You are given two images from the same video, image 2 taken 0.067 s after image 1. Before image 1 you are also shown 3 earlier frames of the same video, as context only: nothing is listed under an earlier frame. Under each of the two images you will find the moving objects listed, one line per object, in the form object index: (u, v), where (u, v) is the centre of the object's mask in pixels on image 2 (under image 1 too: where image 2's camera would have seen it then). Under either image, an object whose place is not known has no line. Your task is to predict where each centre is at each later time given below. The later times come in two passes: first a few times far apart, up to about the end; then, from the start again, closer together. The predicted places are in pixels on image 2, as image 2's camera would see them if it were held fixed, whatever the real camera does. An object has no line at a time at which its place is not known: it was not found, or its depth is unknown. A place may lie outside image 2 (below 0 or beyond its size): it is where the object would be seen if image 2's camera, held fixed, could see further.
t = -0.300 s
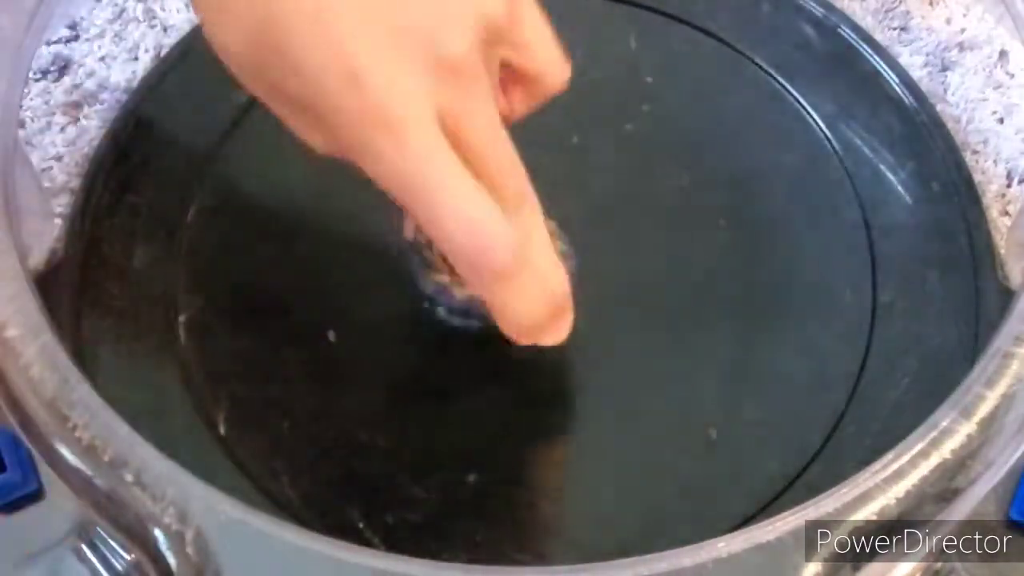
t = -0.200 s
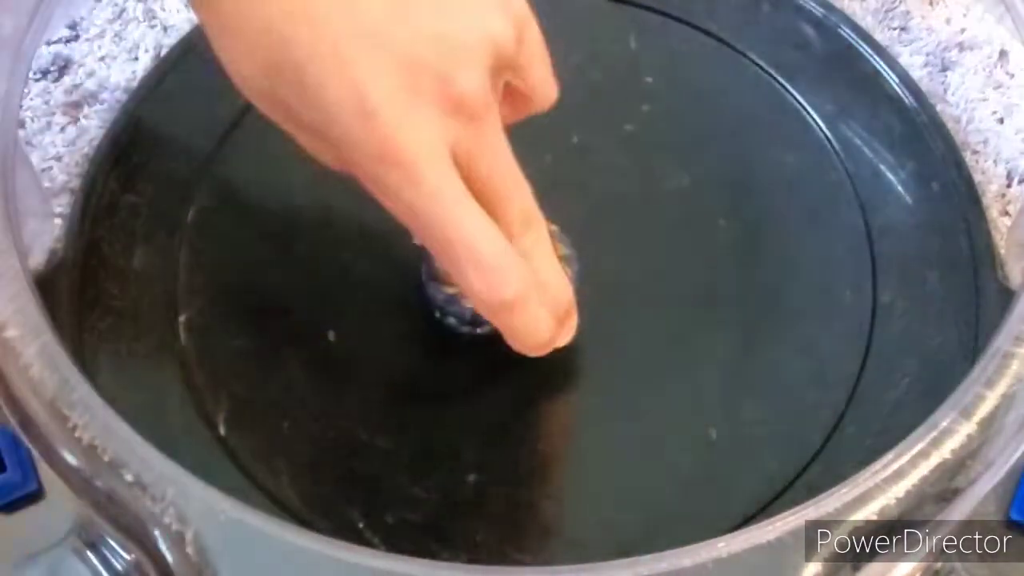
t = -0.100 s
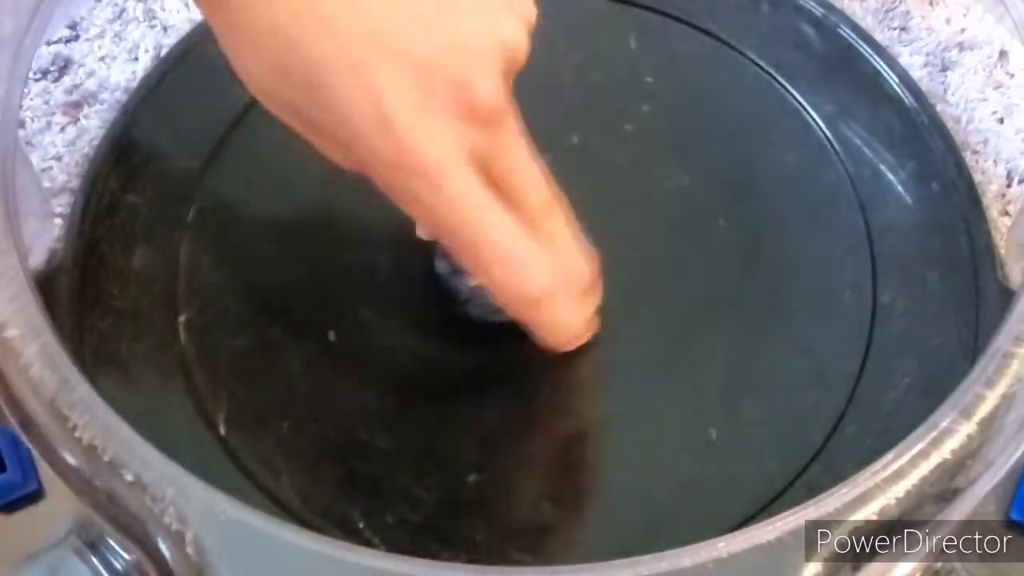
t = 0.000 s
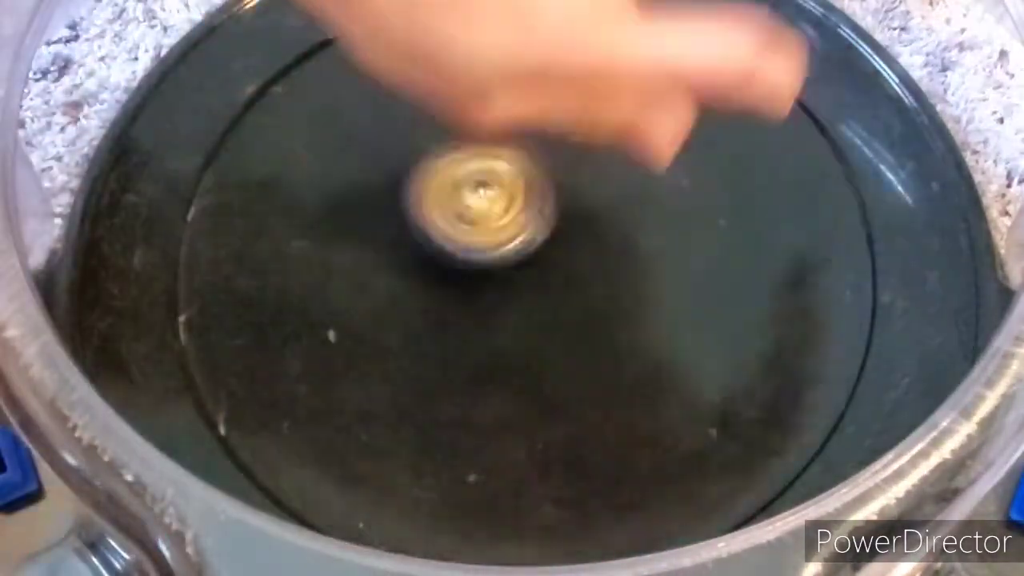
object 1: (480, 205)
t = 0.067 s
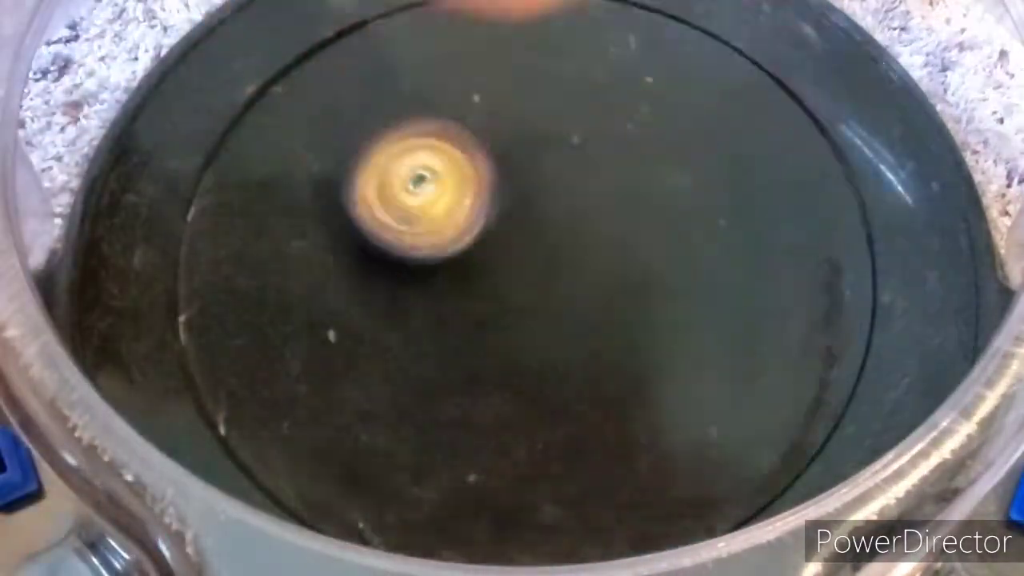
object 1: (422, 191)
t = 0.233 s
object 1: (381, 179)
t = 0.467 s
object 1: (397, 195)
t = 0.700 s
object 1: (445, 218)
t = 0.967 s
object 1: (527, 224)
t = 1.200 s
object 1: (572, 201)
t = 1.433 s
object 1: (565, 182)
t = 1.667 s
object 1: (534, 185)
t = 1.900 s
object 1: (502, 216)
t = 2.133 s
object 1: (500, 256)
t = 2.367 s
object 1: (526, 272)
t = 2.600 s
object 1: (553, 253)
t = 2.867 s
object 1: (545, 214)
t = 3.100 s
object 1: (509, 198)
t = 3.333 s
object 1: (476, 211)
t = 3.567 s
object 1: (479, 243)
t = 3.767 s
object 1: (509, 260)
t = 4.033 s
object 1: (525, 352)
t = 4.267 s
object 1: (527, 351)
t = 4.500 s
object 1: (485, 316)
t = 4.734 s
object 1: (447, 280)
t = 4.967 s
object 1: (392, 273)
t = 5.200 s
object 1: (405, 274)
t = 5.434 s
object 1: (447, 257)
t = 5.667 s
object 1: (435, 225)
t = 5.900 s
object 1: (430, 201)
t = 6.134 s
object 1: (423, 188)
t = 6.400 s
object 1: (424, 178)
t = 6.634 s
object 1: (439, 169)
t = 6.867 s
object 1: (468, 156)
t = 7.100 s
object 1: (497, 144)
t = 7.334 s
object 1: (522, 132)
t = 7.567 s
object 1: (545, 126)
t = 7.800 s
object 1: (567, 127)
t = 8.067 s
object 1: (596, 151)
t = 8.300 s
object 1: (615, 183)
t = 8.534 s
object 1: (619, 214)
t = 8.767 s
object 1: (624, 237)
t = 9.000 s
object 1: (617, 250)
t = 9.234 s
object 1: (612, 257)
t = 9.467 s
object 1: (608, 260)
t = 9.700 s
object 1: (607, 265)
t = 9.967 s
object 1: (609, 269)
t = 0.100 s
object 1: (400, 189)
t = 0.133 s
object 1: (389, 186)
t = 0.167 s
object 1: (384, 182)
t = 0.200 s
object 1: (381, 180)
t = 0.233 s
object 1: (381, 179)
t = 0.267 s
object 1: (381, 180)
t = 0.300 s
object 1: (382, 181)
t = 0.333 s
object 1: (383, 183)
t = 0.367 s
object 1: (385, 186)
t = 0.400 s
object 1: (389, 189)
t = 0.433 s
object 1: (393, 192)
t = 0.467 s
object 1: (397, 195)
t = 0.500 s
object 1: (404, 199)
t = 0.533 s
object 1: (410, 202)
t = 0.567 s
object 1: (415, 206)
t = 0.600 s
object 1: (423, 210)
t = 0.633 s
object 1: (430, 212)
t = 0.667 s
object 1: (438, 215)
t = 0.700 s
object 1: (445, 218)
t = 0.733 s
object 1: (455, 220)
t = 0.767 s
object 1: (465, 222)
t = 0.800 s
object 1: (475, 223)
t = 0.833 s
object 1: (485, 224)
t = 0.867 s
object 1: (496, 225)
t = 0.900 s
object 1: (507, 225)
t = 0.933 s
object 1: (518, 225)
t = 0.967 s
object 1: (527, 224)
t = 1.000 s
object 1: (537, 222)
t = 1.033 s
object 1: (545, 219)
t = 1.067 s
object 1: (553, 216)
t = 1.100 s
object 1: (559, 212)
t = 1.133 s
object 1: (565, 208)
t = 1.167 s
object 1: (569, 205)
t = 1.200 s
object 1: (572, 201)
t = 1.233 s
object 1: (573, 197)
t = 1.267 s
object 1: (573, 193)
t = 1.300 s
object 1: (574, 190)
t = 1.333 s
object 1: (572, 187)
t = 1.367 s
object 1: (570, 185)
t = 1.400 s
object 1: (568, 183)
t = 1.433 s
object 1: (565, 182)
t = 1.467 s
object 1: (561, 182)
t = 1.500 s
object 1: (557, 180)
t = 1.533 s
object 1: (553, 180)
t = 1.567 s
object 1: (548, 181)
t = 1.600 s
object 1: (544, 182)
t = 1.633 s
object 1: (539, 183)
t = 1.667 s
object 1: (534, 185)
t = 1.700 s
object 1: (529, 188)
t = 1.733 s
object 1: (523, 191)
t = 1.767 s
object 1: (519, 195)
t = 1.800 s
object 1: (514, 199)
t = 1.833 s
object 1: (509, 204)
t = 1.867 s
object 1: (505, 210)
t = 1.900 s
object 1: (502, 216)
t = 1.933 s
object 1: (499, 222)
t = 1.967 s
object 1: (497, 228)
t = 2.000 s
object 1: (496, 234)
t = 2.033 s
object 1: (496, 240)
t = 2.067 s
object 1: (495, 246)
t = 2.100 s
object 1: (498, 251)
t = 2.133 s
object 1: (500, 256)
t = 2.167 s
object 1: (502, 260)
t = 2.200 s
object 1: (505, 264)
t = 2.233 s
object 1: (509, 267)
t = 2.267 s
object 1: (513, 269)
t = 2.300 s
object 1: (517, 271)
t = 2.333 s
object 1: (521, 272)
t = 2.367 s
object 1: (526, 272)
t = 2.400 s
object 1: (530, 271)
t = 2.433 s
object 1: (535, 270)
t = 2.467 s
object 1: (540, 268)
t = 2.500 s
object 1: (544, 265)
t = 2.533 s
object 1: (547, 261)
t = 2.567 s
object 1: (550, 258)
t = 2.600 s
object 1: (553, 253)
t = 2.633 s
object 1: (554, 248)
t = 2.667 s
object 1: (556, 243)
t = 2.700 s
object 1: (555, 239)
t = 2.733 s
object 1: (554, 234)
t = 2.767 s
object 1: (554, 228)
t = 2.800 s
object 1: (551, 223)
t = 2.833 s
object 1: (548, 218)
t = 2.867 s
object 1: (545, 214)
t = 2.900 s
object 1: (540, 210)
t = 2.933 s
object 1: (536, 206)
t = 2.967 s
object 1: (531, 202)
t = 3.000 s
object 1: (525, 200)
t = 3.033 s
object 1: (520, 198)
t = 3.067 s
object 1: (514, 197)
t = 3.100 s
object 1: (509, 198)
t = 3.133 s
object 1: (502, 197)
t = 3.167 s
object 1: (497, 198)
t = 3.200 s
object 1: (492, 200)
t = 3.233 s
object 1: (487, 201)
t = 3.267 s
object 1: (483, 205)
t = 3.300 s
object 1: (479, 208)
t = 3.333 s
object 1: (476, 211)
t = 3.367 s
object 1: (475, 216)
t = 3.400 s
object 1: (473, 221)
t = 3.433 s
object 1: (473, 225)
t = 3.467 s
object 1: (473, 230)
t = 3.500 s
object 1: (474, 235)
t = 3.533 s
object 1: (476, 239)
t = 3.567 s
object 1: (479, 243)
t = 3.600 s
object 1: (482, 248)
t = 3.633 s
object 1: (486, 250)
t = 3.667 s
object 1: (491, 254)
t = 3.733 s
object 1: (504, 258)
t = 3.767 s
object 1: (509, 260)
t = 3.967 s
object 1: (531, 287)
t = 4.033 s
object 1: (525, 352)
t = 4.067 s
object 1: (524, 370)
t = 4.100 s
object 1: (522, 386)
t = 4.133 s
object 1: (522, 384)
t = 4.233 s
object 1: (526, 360)
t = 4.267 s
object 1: (527, 351)
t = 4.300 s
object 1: (528, 341)
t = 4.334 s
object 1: (529, 331)
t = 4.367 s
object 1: (531, 323)
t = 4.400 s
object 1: (533, 315)
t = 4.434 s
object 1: (524, 312)
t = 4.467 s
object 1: (501, 318)
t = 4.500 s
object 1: (485, 316)
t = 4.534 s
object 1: (475, 312)
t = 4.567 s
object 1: (468, 307)
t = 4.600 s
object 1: (463, 299)
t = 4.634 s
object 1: (460, 293)
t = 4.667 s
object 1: (457, 287)
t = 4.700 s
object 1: (454, 281)
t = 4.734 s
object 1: (447, 280)
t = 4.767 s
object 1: (436, 280)
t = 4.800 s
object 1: (425, 279)
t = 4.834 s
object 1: (416, 277)
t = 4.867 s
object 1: (407, 275)
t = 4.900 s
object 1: (401, 274)
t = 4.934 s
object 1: (396, 273)
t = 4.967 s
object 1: (392, 273)
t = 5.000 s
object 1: (390, 273)
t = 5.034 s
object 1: (388, 273)
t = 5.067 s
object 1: (389, 273)
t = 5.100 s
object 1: (391, 275)
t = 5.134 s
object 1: (395, 275)
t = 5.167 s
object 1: (400, 275)
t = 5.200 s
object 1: (405, 274)
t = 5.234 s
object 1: (411, 273)
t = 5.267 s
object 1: (417, 272)
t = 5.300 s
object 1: (425, 271)
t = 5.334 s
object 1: (432, 271)
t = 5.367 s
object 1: (445, 266)
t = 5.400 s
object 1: (451, 262)
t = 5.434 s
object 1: (447, 257)
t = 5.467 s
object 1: (439, 251)
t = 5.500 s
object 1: (437, 246)
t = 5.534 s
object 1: (436, 242)
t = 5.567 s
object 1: (435, 237)
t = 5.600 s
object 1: (434, 232)
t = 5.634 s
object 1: (434, 229)
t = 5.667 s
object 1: (435, 225)
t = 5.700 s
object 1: (436, 222)
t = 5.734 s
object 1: (435, 218)
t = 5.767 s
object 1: (433, 214)
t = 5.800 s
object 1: (433, 210)
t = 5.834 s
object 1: (432, 206)
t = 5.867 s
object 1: (431, 203)
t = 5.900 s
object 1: (430, 201)
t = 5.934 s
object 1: (429, 199)
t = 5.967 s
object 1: (428, 196)
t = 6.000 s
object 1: (427, 194)
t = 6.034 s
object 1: (426, 192)
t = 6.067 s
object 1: (424, 191)
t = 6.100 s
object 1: (424, 189)
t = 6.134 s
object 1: (423, 188)
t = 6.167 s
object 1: (422, 187)
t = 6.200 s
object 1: (423, 186)
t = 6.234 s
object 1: (422, 185)
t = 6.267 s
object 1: (422, 183)
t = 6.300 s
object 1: (422, 182)
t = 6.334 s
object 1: (422, 180)
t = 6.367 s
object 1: (423, 179)
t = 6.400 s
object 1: (424, 178)
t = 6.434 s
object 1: (425, 178)
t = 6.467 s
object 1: (428, 176)
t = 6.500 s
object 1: (429, 174)
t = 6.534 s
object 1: (431, 173)
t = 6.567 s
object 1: (434, 172)
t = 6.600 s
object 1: (436, 170)
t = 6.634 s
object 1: (439, 169)
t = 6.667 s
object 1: (443, 167)
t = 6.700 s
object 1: (447, 165)
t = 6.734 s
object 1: (451, 163)
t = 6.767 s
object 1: (455, 162)
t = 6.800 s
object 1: (459, 160)
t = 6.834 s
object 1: (464, 158)
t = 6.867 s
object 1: (468, 156)
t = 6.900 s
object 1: (471, 155)
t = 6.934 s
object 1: (475, 154)
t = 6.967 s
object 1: (479, 152)
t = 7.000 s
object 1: (484, 149)
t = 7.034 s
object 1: (489, 148)
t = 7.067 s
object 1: (494, 146)
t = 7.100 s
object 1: (497, 144)
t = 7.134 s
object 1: (502, 143)
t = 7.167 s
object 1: (504, 142)
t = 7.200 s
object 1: (508, 140)
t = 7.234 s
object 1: (511, 138)
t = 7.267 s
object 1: (514, 136)
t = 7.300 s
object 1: (519, 134)
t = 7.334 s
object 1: (522, 132)
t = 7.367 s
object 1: (525, 131)
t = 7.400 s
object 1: (528, 130)
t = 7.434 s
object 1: (532, 129)
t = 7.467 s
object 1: (536, 128)
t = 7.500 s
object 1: (539, 127)
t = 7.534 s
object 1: (542, 126)
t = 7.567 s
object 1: (545, 126)
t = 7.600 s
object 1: (548, 125)
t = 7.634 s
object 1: (551, 125)
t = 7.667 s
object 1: (554, 125)
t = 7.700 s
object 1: (557, 125)
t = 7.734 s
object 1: (560, 125)
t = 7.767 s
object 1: (564, 126)
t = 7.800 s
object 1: (567, 127)
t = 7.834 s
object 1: (571, 129)
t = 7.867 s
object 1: (575, 131)
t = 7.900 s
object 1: (578, 133)
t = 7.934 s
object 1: (581, 135)
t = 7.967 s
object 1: (585, 139)
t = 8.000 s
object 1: (589, 142)
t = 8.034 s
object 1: (593, 146)
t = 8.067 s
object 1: (596, 151)
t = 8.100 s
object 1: (598, 155)
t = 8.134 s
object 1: (602, 159)
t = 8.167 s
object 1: (605, 164)
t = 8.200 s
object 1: (607, 169)
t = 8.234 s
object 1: (611, 174)
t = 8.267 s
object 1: (614, 179)
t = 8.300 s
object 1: (615, 183)
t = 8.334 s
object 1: (615, 187)
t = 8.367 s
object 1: (614, 192)
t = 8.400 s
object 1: (618, 197)
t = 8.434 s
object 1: (620, 201)
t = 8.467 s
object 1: (620, 205)
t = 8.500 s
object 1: (619, 210)
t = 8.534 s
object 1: (619, 214)
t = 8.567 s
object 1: (622, 218)
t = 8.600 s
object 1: (623, 222)
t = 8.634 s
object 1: (623, 226)
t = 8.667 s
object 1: (623, 229)
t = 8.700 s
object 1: (623, 232)
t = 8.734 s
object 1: (624, 235)
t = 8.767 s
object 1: (624, 237)
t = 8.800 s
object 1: (623, 239)
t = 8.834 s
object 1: (621, 241)
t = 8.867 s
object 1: (618, 242)
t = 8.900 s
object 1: (617, 244)
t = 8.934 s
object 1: (619, 247)
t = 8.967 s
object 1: (619, 249)
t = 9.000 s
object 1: (617, 250)
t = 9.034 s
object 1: (614, 251)
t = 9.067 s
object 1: (613, 252)
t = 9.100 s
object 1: (614, 253)
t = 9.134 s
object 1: (614, 255)
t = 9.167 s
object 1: (612, 255)
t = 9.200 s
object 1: (612, 256)
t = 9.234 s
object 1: (612, 257)
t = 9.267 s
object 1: (611, 257)
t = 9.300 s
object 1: (610, 258)
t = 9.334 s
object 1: (610, 258)
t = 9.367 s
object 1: (609, 259)
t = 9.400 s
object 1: (609, 260)
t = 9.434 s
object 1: (609, 260)
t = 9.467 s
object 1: (608, 260)
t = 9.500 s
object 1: (608, 261)
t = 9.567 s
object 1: (607, 262)
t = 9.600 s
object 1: (608, 263)
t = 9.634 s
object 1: (607, 263)
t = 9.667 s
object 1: (607, 264)
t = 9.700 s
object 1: (607, 265)
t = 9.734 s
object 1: (608, 265)
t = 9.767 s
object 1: (608, 266)
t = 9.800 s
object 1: (608, 266)
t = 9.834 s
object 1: (608, 266)
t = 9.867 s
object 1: (608, 267)
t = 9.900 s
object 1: (609, 268)
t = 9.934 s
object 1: (609, 269)
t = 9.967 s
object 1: (609, 269)
